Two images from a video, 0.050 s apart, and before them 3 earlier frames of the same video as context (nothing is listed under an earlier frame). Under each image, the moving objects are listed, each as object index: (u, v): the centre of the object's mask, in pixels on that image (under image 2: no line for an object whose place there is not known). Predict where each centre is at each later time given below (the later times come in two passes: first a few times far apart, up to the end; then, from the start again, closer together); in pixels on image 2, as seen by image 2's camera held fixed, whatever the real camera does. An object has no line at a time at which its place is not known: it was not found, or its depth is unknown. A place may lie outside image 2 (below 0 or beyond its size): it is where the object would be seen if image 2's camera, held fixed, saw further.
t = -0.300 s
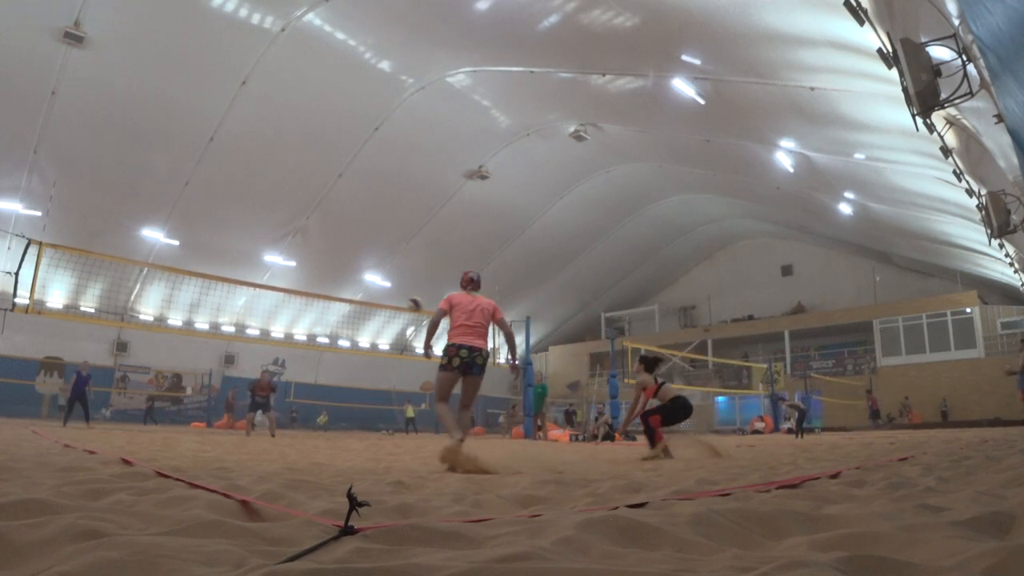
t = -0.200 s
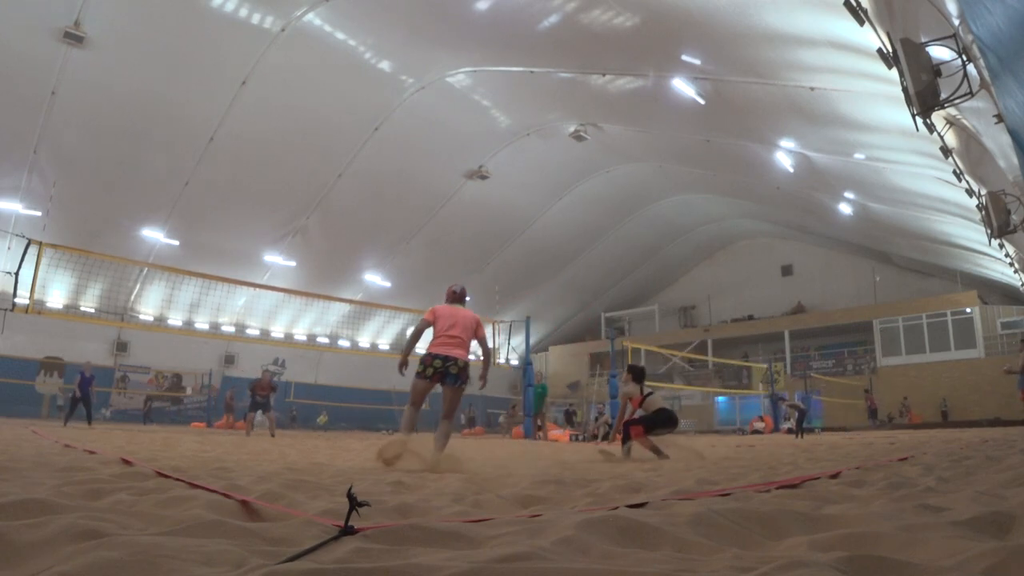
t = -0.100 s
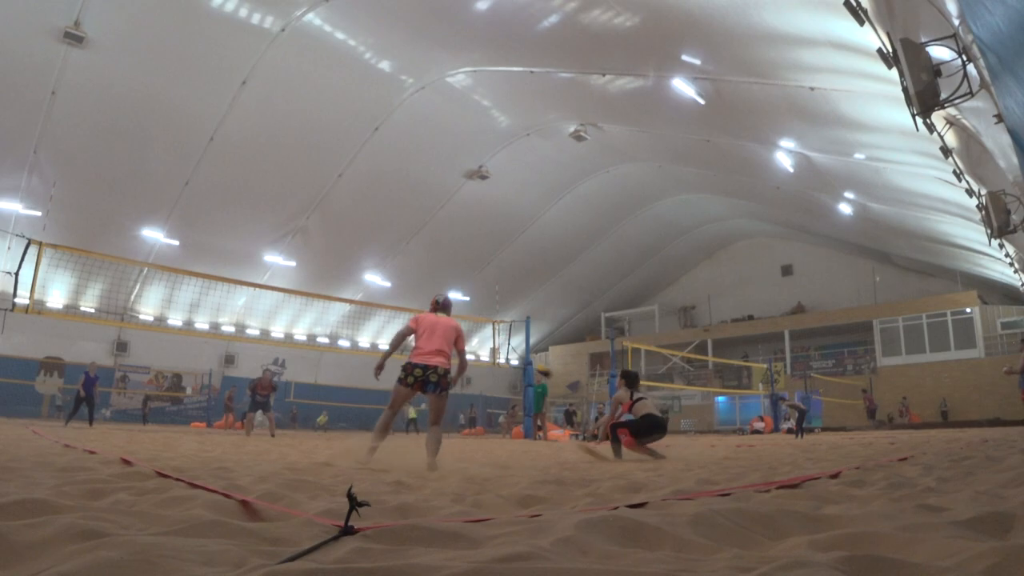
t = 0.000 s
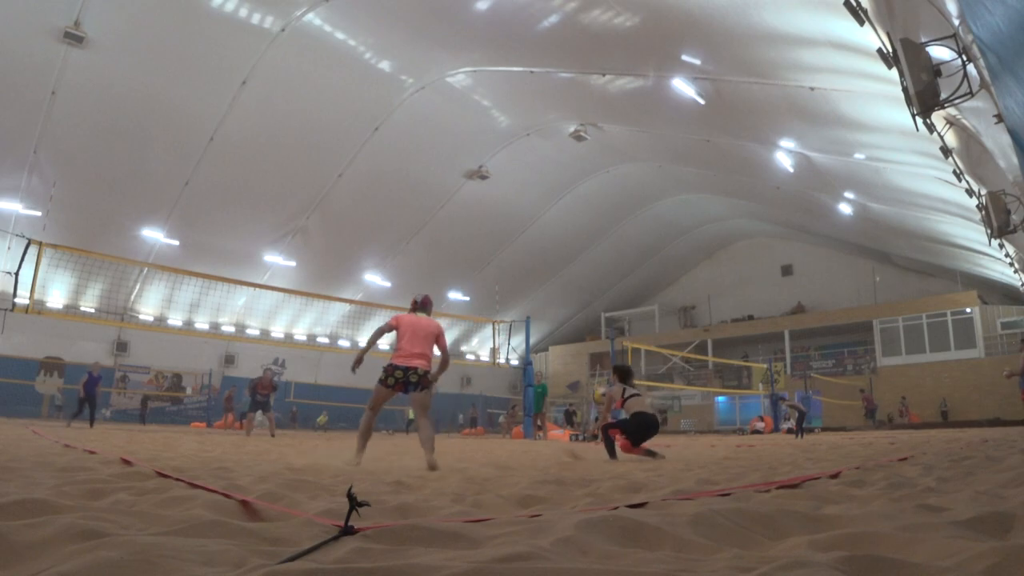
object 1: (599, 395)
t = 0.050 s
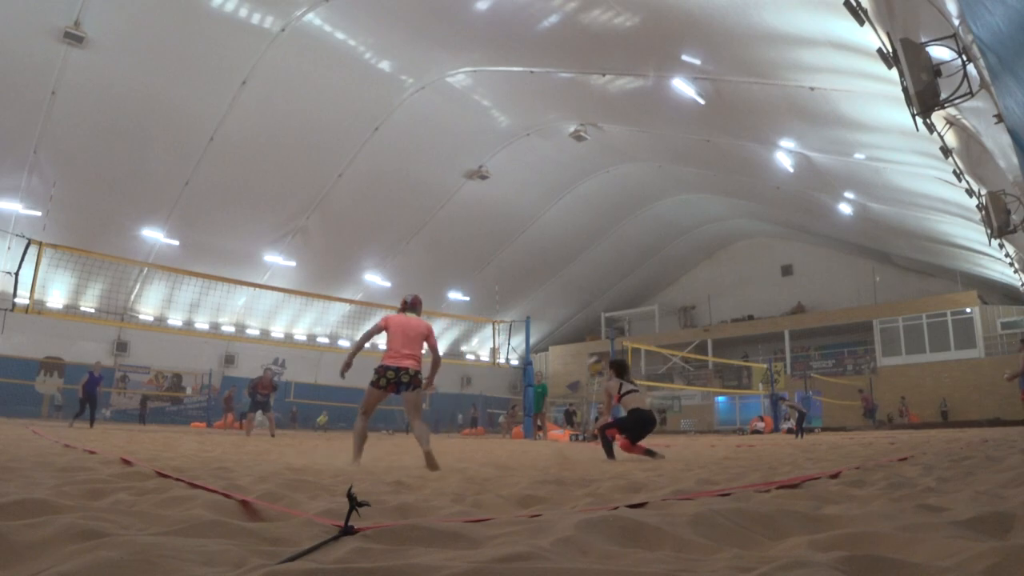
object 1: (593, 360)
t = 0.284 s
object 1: (578, 257)
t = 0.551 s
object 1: (560, 195)
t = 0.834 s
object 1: (544, 188)
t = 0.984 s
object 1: (536, 206)
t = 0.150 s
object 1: (588, 312)
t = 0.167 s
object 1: (586, 304)
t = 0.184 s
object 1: (584, 296)
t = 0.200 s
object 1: (584, 289)
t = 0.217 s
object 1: (583, 282)
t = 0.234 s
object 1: (581, 276)
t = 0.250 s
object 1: (580, 269)
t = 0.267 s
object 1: (579, 263)
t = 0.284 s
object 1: (578, 257)
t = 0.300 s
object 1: (577, 252)
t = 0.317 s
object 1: (575, 247)
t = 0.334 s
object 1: (574, 241)
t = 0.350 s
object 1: (573, 236)
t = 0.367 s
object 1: (572, 231)
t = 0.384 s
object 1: (571, 227)
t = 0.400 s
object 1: (570, 223)
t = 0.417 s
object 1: (569, 220)
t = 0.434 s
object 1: (568, 216)
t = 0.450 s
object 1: (566, 213)
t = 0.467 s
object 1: (565, 209)
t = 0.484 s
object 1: (563, 206)
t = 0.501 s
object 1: (563, 203)
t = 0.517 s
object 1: (562, 200)
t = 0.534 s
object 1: (561, 197)
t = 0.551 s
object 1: (560, 195)
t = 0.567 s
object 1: (559, 193)
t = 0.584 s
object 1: (558, 192)
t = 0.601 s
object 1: (557, 190)
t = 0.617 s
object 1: (556, 188)
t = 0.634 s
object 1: (555, 187)
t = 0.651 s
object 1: (554, 186)
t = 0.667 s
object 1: (553, 185)
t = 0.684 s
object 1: (552, 185)
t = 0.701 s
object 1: (552, 185)
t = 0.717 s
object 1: (550, 184)
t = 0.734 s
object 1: (549, 184)
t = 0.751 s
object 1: (548, 185)
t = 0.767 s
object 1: (547, 184)
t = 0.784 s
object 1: (547, 185)
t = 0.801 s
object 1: (546, 186)
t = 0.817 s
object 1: (545, 187)
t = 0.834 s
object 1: (544, 188)
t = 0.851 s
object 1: (543, 190)
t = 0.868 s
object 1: (542, 191)
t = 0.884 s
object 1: (541, 191)
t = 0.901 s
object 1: (540, 193)
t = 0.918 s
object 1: (539, 196)
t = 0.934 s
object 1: (538, 198)
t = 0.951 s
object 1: (538, 201)
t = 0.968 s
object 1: (537, 204)
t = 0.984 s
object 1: (536, 206)
